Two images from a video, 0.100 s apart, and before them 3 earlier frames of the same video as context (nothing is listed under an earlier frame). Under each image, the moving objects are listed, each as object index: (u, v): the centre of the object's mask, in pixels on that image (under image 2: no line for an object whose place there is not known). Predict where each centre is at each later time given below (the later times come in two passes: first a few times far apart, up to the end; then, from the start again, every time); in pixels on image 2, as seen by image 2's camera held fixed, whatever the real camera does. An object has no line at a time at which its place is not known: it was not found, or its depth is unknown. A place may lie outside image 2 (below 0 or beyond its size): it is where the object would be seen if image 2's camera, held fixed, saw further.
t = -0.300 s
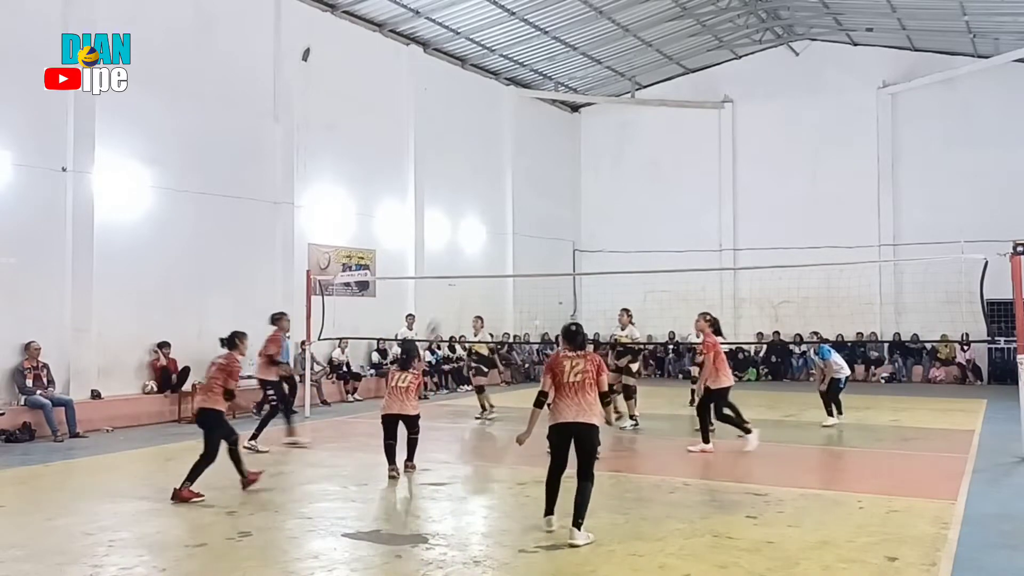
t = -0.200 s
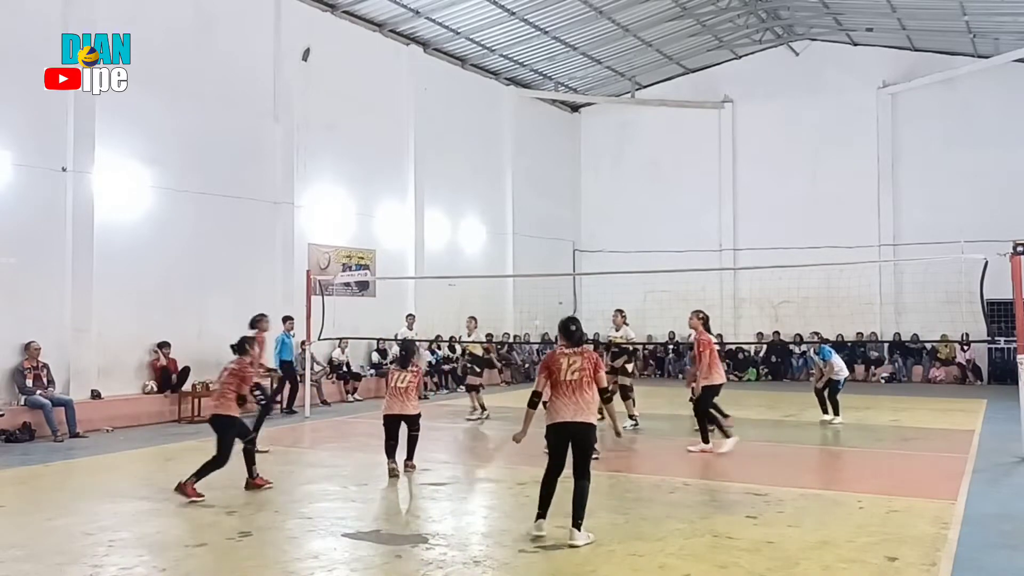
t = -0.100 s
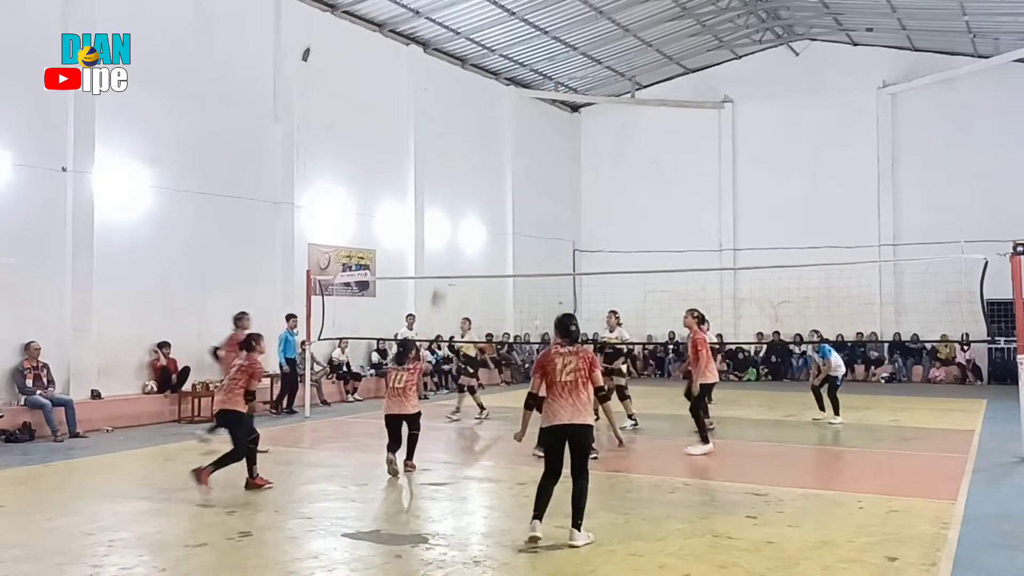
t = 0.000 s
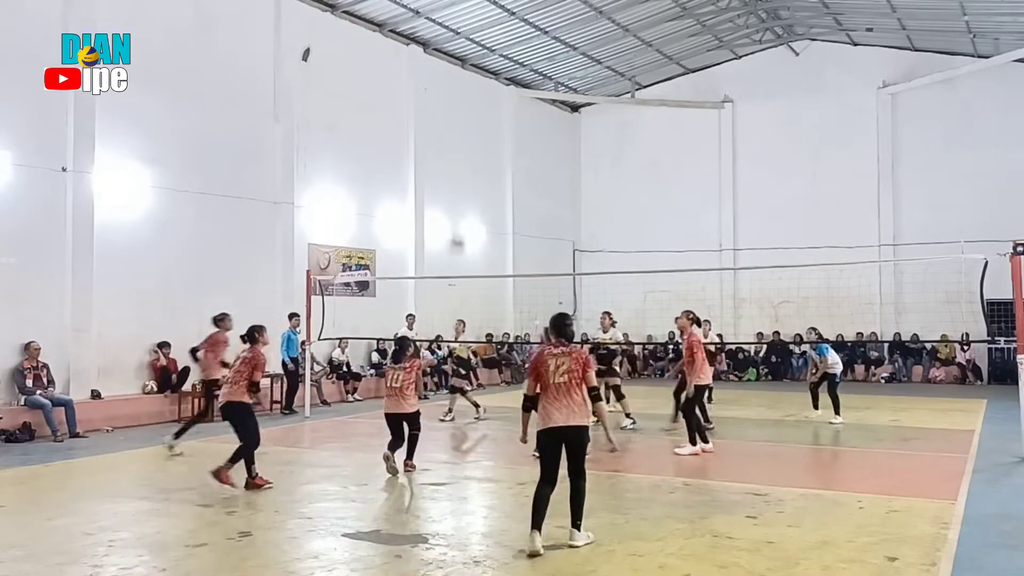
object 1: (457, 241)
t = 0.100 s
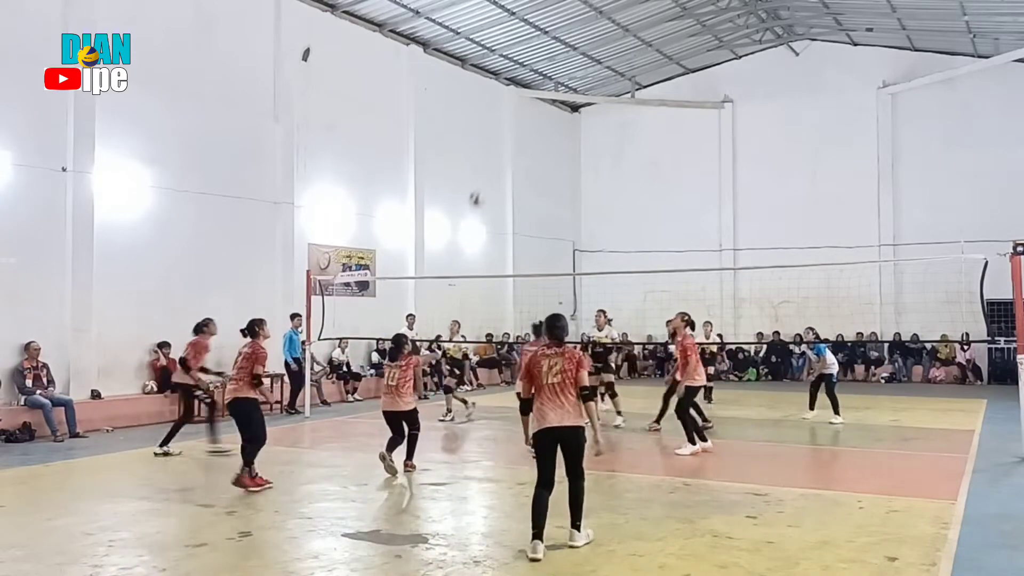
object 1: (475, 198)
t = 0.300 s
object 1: (510, 140)
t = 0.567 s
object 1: (557, 122)
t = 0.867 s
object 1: (603, 170)
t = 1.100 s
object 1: (637, 255)
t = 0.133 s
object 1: (481, 186)
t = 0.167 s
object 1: (487, 176)
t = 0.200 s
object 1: (493, 166)
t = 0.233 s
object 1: (500, 158)
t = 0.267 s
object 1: (505, 149)
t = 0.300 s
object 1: (510, 140)
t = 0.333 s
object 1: (515, 135)
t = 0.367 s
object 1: (521, 132)
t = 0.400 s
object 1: (528, 128)
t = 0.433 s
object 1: (535, 125)
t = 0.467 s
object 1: (540, 123)
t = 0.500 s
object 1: (546, 121)
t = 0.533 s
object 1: (551, 121)
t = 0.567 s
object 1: (557, 122)
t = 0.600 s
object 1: (562, 124)
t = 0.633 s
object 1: (567, 127)
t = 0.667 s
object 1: (572, 130)
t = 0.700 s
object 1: (577, 135)
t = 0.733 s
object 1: (583, 141)
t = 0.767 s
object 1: (588, 146)
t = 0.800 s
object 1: (593, 153)
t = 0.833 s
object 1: (598, 161)
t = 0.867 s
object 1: (603, 170)
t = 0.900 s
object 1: (608, 180)
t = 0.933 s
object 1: (614, 190)
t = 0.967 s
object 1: (619, 201)
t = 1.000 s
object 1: (623, 213)
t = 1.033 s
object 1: (628, 226)
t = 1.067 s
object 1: (633, 240)
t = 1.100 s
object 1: (637, 255)
